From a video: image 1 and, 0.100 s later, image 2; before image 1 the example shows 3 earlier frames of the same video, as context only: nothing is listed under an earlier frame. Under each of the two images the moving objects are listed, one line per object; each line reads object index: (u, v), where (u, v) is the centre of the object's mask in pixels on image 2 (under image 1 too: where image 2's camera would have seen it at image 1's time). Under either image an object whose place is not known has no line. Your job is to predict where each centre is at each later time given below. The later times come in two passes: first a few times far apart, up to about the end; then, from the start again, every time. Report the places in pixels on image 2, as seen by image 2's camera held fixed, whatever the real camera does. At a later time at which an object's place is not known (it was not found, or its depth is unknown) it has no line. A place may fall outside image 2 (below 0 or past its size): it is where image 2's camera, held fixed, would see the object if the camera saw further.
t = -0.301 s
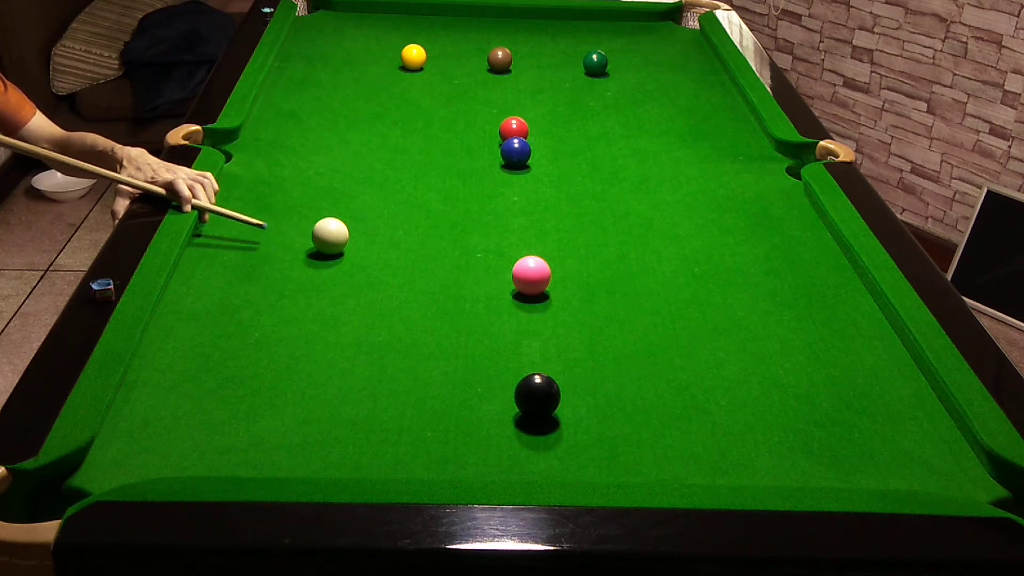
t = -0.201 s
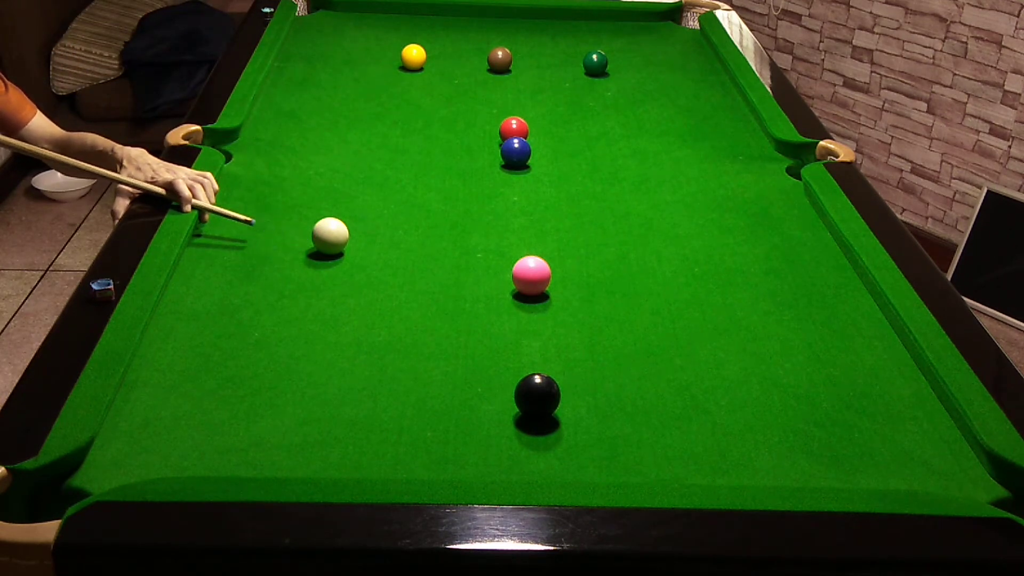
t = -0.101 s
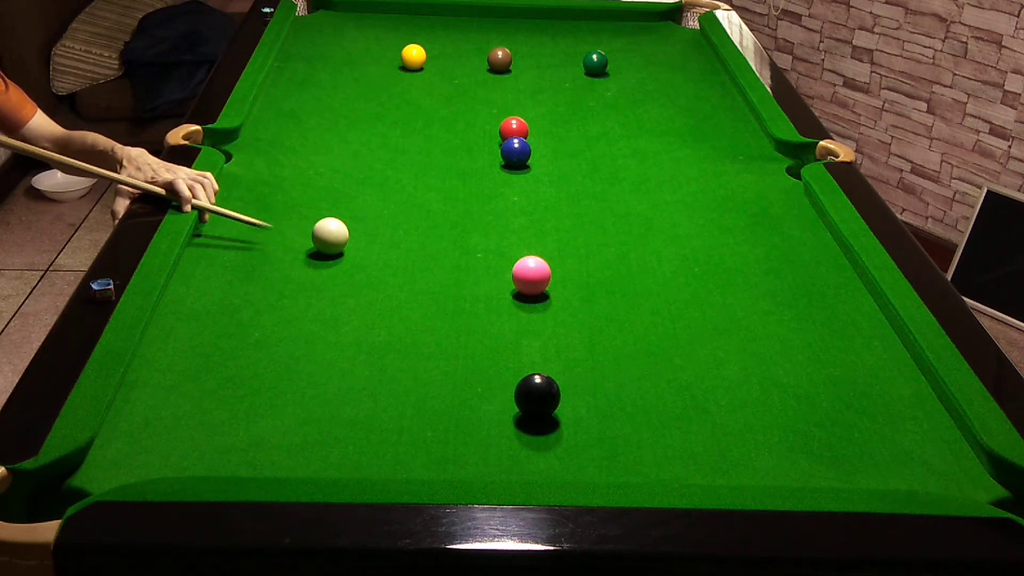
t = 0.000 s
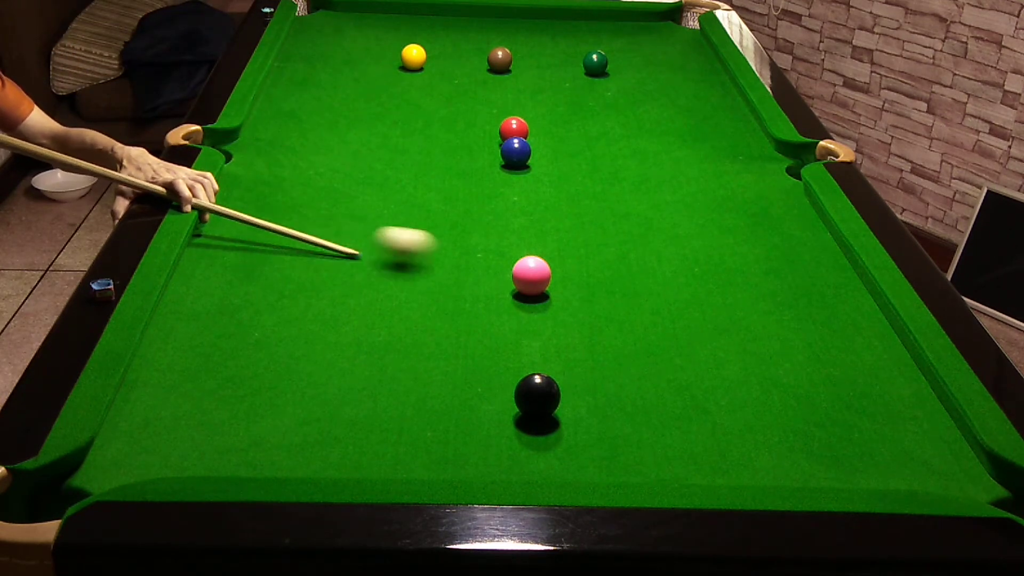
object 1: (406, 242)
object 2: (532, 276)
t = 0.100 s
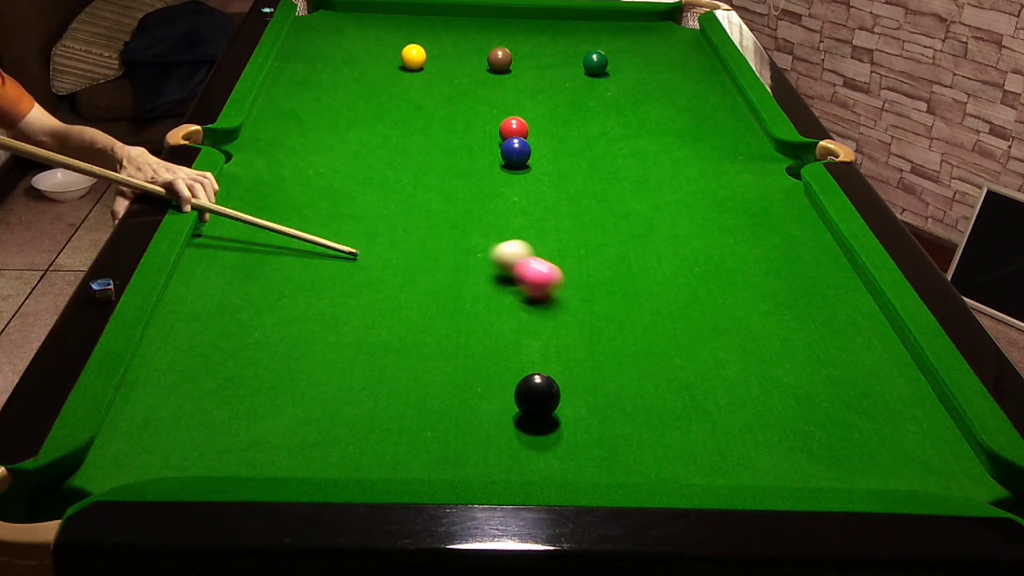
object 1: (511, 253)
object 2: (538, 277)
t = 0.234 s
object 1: (549, 246)
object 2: (613, 313)
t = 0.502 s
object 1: (596, 223)
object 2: (762, 383)
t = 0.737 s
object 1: (630, 205)
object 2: (913, 452)
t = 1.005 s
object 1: (664, 188)
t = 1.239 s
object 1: (688, 174)
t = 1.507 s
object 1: (711, 160)
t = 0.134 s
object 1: (525, 254)
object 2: (558, 287)
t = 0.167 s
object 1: (535, 252)
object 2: (578, 297)
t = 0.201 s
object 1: (543, 249)
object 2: (596, 305)
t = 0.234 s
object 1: (549, 246)
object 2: (613, 313)
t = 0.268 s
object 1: (555, 243)
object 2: (630, 322)
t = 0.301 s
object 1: (561, 240)
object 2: (648, 330)
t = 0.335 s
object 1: (567, 237)
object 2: (666, 338)
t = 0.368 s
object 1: (573, 234)
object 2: (684, 347)
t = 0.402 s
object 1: (579, 231)
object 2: (703, 356)
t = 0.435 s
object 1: (585, 228)
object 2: (722, 365)
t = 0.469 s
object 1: (590, 226)
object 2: (742, 375)
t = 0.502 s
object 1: (596, 223)
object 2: (762, 383)
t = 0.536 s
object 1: (601, 220)
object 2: (782, 393)
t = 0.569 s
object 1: (606, 218)
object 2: (803, 402)
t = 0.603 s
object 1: (611, 215)
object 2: (824, 412)
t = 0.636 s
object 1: (616, 213)
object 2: (846, 422)
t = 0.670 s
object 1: (621, 210)
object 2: (868, 431)
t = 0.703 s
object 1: (626, 208)
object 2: (890, 441)
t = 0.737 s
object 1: (630, 205)
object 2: (913, 452)
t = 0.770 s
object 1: (635, 203)
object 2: (936, 462)
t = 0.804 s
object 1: (639, 201)
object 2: (960, 472)
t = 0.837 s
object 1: (644, 199)
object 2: (987, 483)
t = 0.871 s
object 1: (648, 196)
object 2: (1001, 491)
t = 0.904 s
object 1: (652, 194)
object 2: (1012, 504)
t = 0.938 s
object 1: (656, 192)
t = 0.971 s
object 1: (660, 190)
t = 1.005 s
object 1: (664, 188)
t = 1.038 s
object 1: (667, 185)
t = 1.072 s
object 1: (671, 184)
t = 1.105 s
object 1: (675, 182)
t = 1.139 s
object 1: (678, 180)
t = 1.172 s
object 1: (682, 178)
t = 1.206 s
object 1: (685, 176)
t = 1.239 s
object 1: (688, 174)
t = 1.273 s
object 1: (691, 172)
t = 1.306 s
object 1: (694, 171)
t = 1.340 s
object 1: (697, 169)
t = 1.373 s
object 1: (700, 167)
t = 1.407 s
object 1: (703, 165)
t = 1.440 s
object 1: (706, 163)
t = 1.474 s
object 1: (709, 162)
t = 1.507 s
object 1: (711, 160)
